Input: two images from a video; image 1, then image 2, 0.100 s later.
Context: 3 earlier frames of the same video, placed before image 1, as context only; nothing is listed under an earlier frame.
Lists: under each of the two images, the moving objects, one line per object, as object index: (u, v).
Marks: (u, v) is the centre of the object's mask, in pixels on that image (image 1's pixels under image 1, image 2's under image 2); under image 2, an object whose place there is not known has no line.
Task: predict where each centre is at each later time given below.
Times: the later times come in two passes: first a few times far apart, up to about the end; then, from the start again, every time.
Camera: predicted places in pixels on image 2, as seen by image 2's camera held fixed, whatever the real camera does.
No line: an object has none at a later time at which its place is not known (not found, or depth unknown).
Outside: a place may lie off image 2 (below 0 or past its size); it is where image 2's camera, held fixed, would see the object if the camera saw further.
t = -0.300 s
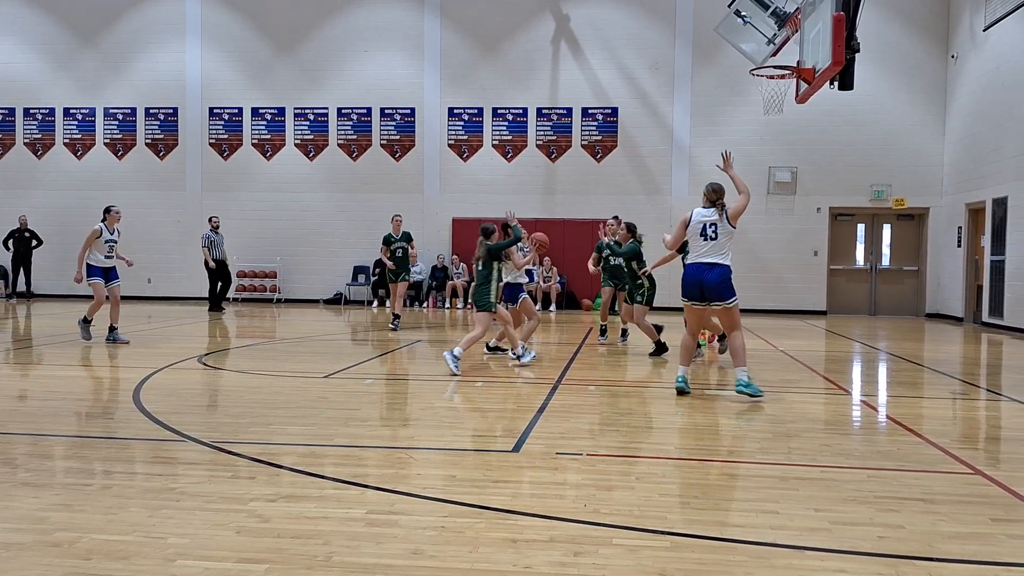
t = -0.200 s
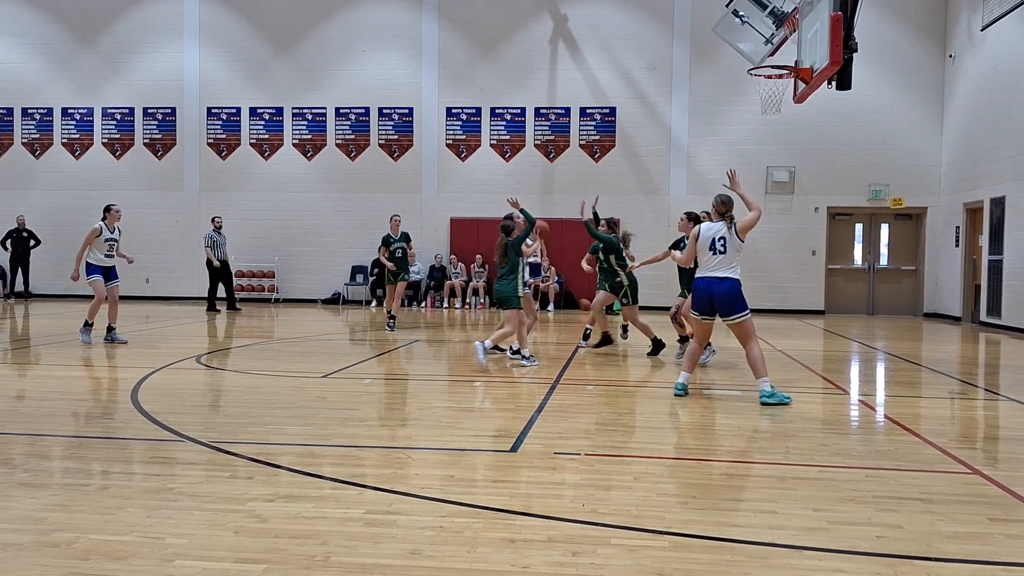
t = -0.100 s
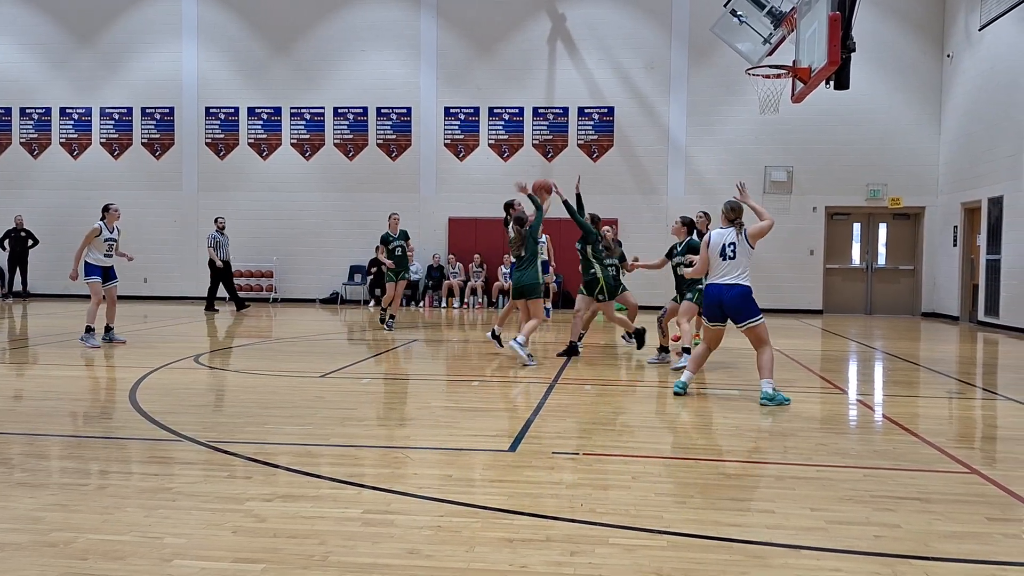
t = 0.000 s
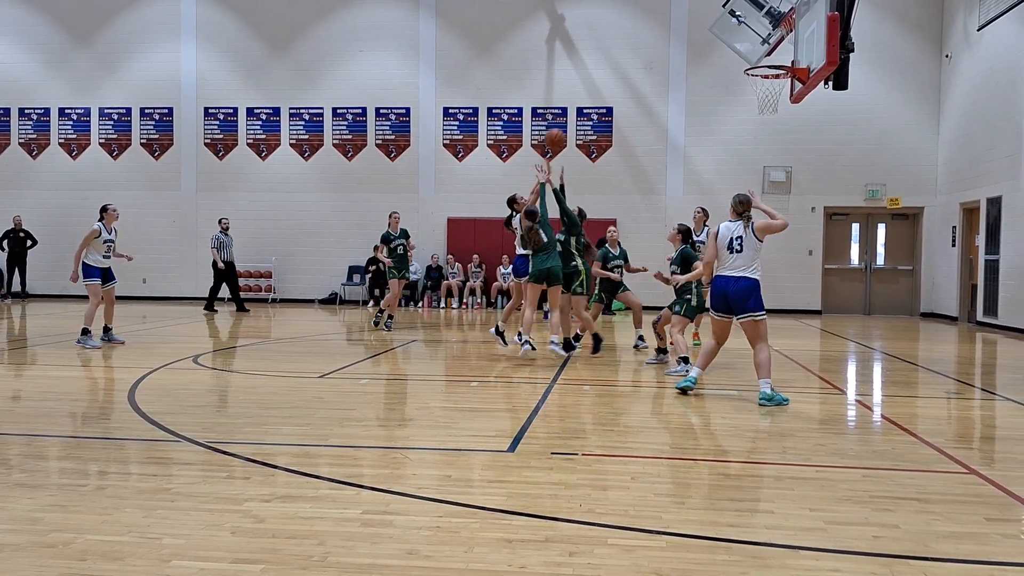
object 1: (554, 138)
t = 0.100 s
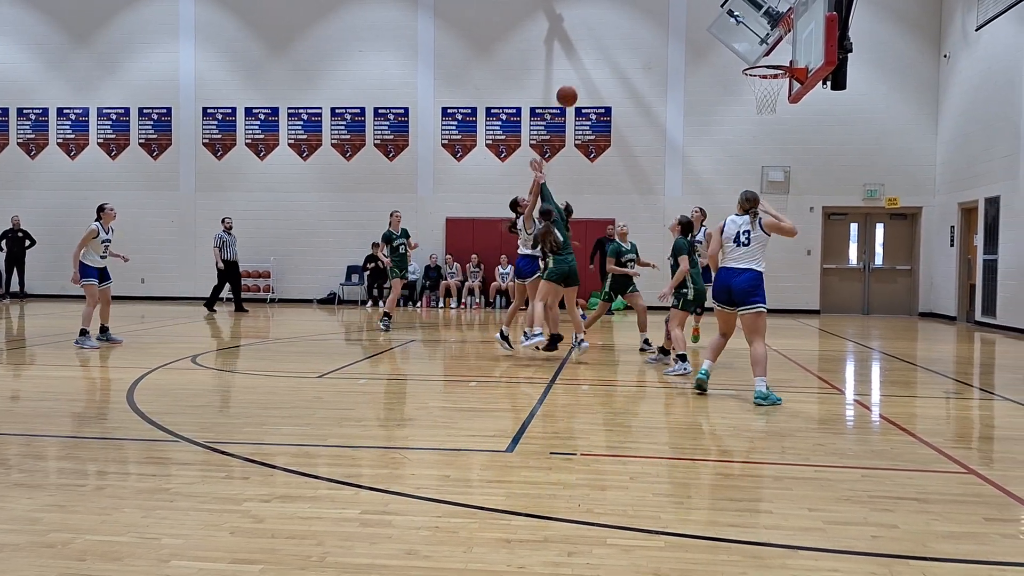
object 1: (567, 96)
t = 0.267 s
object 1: (590, 43)
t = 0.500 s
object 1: (623, 9)
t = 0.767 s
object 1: (661, 35)
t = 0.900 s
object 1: (680, 75)
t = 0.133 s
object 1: (571, 84)
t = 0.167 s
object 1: (576, 72)
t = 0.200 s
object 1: (581, 61)
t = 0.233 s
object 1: (585, 52)
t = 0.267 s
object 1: (590, 43)
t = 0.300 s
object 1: (595, 35)
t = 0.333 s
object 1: (599, 28)
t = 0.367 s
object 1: (604, 22)
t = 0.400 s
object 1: (609, 17)
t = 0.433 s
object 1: (614, 14)
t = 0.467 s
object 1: (618, 11)
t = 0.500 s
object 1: (623, 9)
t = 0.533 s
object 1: (628, 9)
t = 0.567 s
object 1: (633, 9)
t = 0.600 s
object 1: (637, 11)
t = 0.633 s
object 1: (642, 13)
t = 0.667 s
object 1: (647, 17)
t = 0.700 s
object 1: (652, 22)
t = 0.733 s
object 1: (656, 28)
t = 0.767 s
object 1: (661, 35)
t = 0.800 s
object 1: (666, 43)
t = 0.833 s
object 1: (671, 53)
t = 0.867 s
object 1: (675, 63)
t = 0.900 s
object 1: (680, 75)
